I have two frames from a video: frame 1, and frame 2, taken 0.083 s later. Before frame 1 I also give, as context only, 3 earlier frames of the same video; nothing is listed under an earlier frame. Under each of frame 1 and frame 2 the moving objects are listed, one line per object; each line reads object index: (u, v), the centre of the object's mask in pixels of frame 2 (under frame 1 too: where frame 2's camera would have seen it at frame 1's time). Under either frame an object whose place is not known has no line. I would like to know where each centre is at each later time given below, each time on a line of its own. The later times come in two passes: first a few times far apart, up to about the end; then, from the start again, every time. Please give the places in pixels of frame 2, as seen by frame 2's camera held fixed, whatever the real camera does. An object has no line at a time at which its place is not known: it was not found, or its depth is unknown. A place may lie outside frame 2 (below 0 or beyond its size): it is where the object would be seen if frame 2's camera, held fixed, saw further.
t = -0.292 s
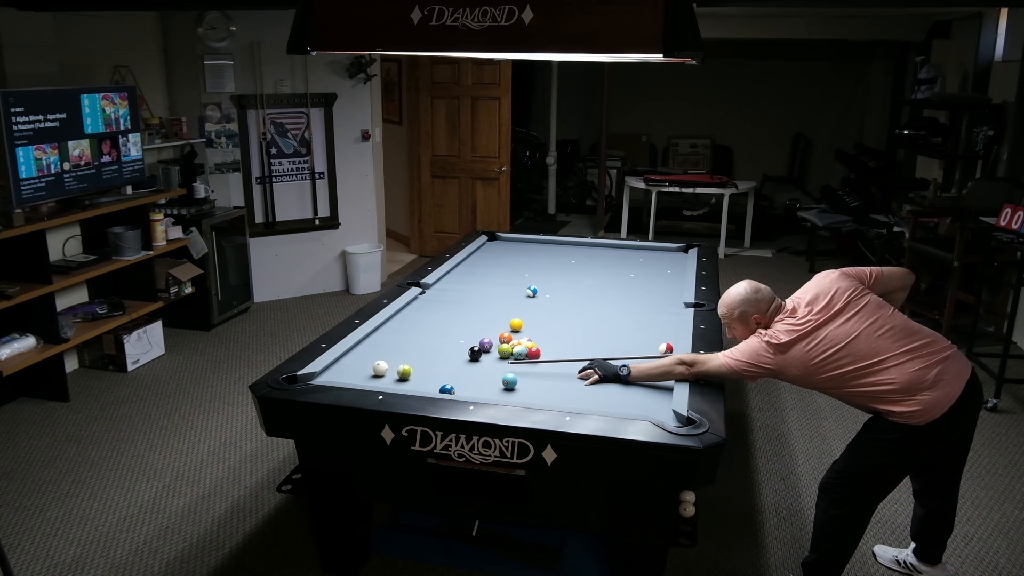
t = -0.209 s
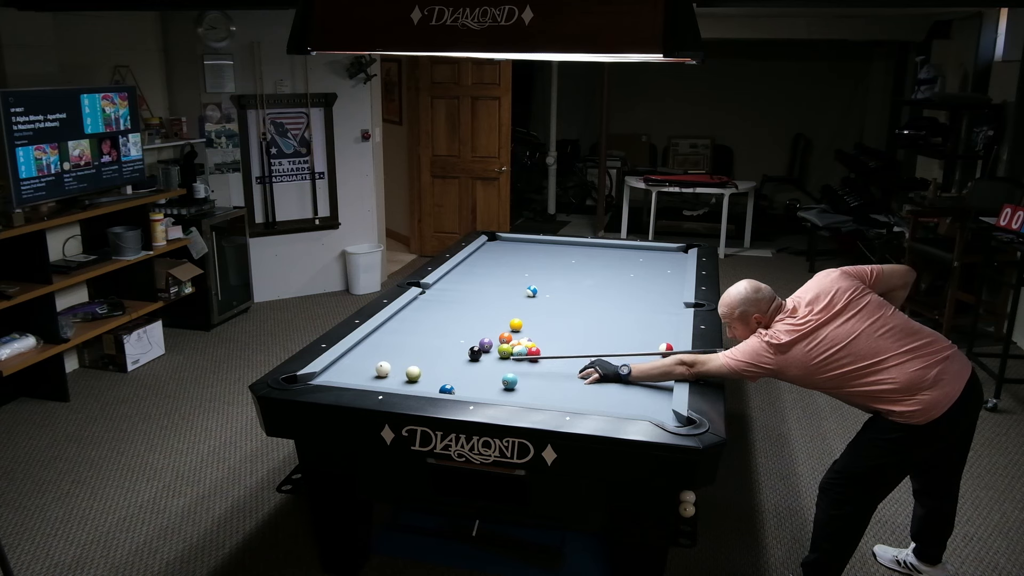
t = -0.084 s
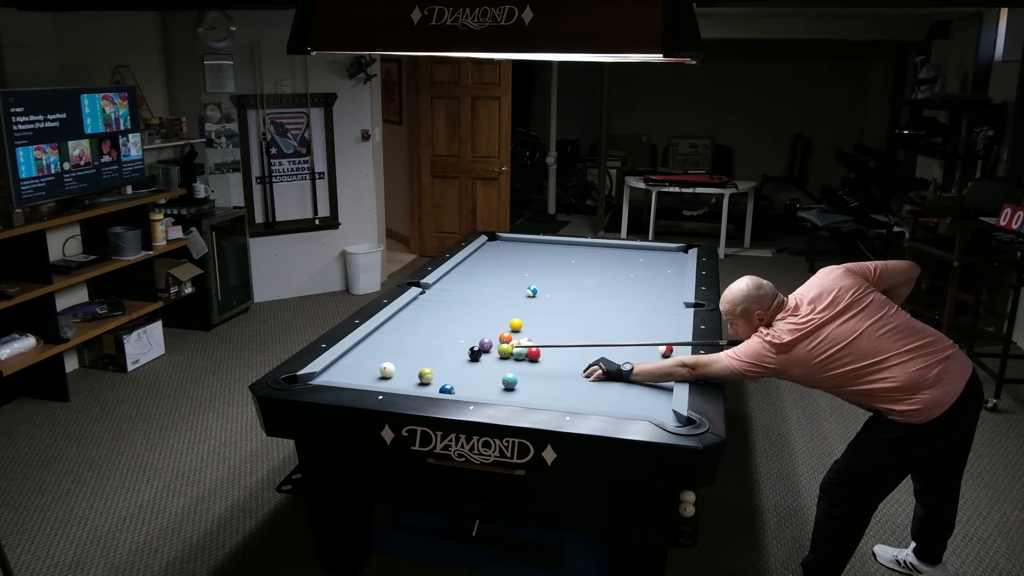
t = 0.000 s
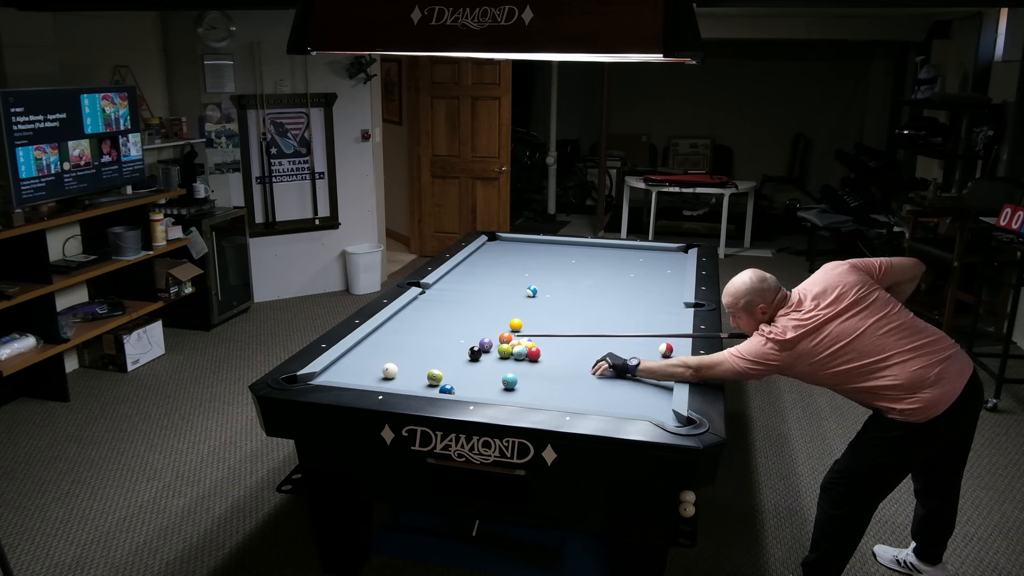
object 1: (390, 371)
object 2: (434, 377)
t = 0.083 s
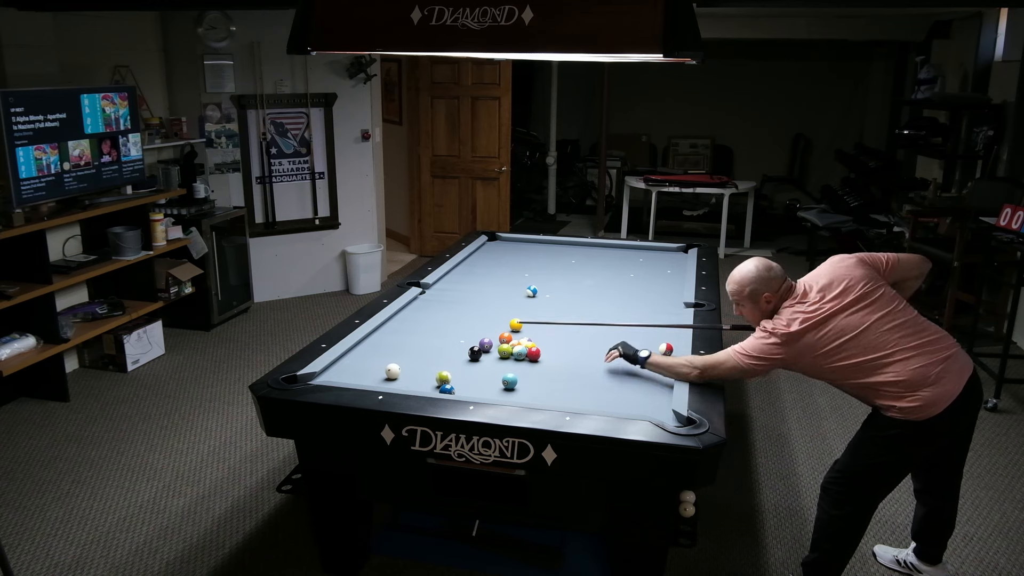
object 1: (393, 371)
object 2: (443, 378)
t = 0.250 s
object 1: (398, 372)
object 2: (461, 382)
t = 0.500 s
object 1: (405, 374)
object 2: (486, 386)
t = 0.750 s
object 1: (411, 375)
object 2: (511, 391)
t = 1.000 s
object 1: (415, 377)
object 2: (536, 395)
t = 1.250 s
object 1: (419, 377)
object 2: (559, 398)
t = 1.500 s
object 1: (422, 378)
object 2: (581, 401)
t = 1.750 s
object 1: (424, 378)
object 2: (602, 404)
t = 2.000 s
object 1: (424, 378)
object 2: (623, 407)
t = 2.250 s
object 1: (424, 378)
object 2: (642, 410)
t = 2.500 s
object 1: (424, 378)
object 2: (660, 414)
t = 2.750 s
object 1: (424, 378)
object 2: (673, 418)
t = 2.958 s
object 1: (424, 378)
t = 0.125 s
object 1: (394, 372)
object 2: (448, 378)
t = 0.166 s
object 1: (395, 372)
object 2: (452, 379)
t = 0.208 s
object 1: (397, 372)
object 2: (457, 381)
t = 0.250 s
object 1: (398, 372)
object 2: (461, 382)
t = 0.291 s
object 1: (399, 373)
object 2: (466, 383)
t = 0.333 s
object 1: (400, 373)
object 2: (469, 384)
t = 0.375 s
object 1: (402, 373)
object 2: (474, 384)
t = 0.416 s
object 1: (402, 373)
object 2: (478, 385)
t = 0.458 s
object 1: (404, 374)
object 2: (483, 385)
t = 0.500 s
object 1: (405, 374)
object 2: (486, 386)
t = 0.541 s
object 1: (406, 374)
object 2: (491, 387)
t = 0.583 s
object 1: (407, 375)
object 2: (495, 388)
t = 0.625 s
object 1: (408, 375)
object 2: (500, 389)
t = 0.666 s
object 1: (409, 375)
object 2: (503, 389)
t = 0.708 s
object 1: (410, 375)
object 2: (508, 390)
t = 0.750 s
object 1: (411, 375)
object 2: (511, 391)
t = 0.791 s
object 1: (412, 376)
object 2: (516, 391)
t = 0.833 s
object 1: (412, 376)
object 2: (519, 392)
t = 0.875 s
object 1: (413, 376)
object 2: (524, 393)
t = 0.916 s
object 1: (414, 376)
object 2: (527, 393)
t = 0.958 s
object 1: (415, 376)
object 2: (532, 394)
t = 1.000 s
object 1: (415, 377)
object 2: (536, 395)
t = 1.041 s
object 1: (416, 377)
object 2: (540, 395)
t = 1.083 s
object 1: (417, 377)
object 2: (543, 396)
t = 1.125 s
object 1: (417, 377)
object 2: (548, 396)
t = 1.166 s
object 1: (418, 377)
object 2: (551, 397)
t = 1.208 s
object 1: (419, 377)
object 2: (556, 398)
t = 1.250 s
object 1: (419, 377)
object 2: (559, 398)
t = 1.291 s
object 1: (420, 378)
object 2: (563, 399)
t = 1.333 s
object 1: (420, 378)
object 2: (566, 399)
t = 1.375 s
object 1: (421, 378)
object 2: (571, 400)
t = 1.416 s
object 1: (421, 378)
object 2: (574, 400)
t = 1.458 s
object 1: (421, 378)
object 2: (578, 401)
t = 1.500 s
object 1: (422, 378)
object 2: (581, 401)
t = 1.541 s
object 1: (422, 378)
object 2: (585, 402)
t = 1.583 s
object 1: (423, 378)
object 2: (588, 402)
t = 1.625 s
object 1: (423, 378)
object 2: (592, 403)
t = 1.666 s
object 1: (423, 378)
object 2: (595, 403)
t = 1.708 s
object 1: (424, 378)
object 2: (599, 404)
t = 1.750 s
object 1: (424, 378)
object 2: (602, 404)
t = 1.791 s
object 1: (424, 378)
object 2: (607, 405)
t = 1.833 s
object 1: (424, 378)
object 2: (609, 405)
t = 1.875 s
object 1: (424, 378)
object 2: (613, 406)
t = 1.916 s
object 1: (424, 378)
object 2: (616, 406)
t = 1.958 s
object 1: (424, 378)
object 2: (620, 407)
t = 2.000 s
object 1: (424, 378)
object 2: (623, 407)
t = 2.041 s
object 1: (424, 378)
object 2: (626, 408)
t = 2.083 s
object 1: (424, 378)
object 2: (629, 408)
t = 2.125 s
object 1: (424, 378)
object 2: (633, 408)
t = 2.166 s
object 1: (424, 378)
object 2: (636, 409)
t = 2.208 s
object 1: (424, 378)
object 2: (639, 409)
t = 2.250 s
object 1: (424, 378)
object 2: (642, 410)
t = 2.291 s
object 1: (424, 378)
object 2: (645, 410)
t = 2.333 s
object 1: (424, 378)
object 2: (648, 411)
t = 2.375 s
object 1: (424, 378)
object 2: (651, 412)
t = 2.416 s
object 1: (424, 378)
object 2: (654, 412)
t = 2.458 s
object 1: (424, 378)
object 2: (657, 413)
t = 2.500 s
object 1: (424, 378)
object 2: (660, 414)
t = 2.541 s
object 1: (424, 378)
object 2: (663, 415)
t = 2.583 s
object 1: (424, 378)
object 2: (665, 415)
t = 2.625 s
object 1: (424, 378)
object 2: (668, 416)
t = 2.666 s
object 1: (424, 378)
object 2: (670, 417)
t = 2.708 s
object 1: (424, 378)
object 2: (673, 418)
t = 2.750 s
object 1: (424, 378)
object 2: (673, 418)
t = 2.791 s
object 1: (424, 378)
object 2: (674, 420)
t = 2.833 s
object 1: (424, 378)
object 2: (676, 423)
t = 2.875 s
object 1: (424, 378)
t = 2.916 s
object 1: (424, 378)
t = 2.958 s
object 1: (424, 378)
